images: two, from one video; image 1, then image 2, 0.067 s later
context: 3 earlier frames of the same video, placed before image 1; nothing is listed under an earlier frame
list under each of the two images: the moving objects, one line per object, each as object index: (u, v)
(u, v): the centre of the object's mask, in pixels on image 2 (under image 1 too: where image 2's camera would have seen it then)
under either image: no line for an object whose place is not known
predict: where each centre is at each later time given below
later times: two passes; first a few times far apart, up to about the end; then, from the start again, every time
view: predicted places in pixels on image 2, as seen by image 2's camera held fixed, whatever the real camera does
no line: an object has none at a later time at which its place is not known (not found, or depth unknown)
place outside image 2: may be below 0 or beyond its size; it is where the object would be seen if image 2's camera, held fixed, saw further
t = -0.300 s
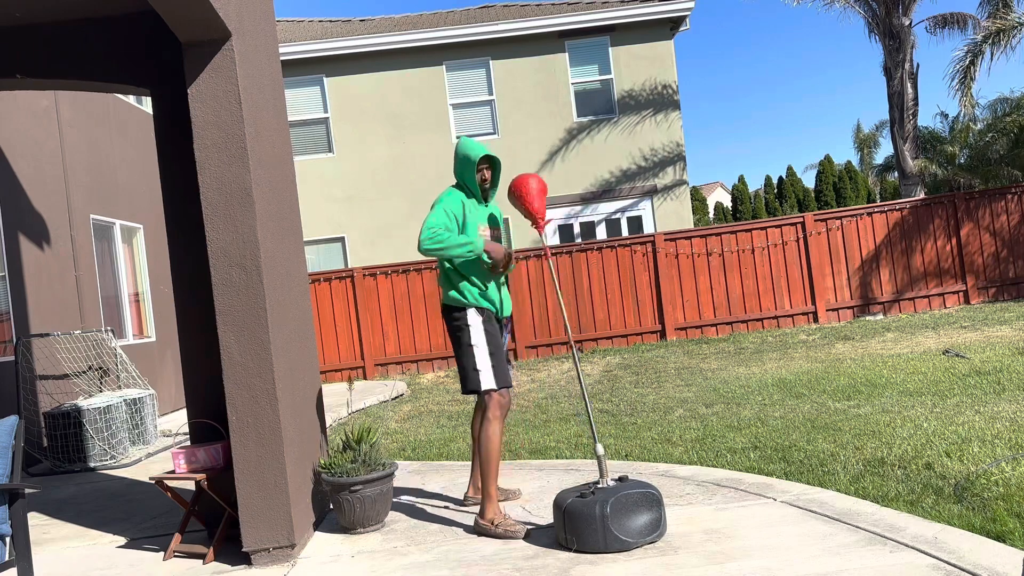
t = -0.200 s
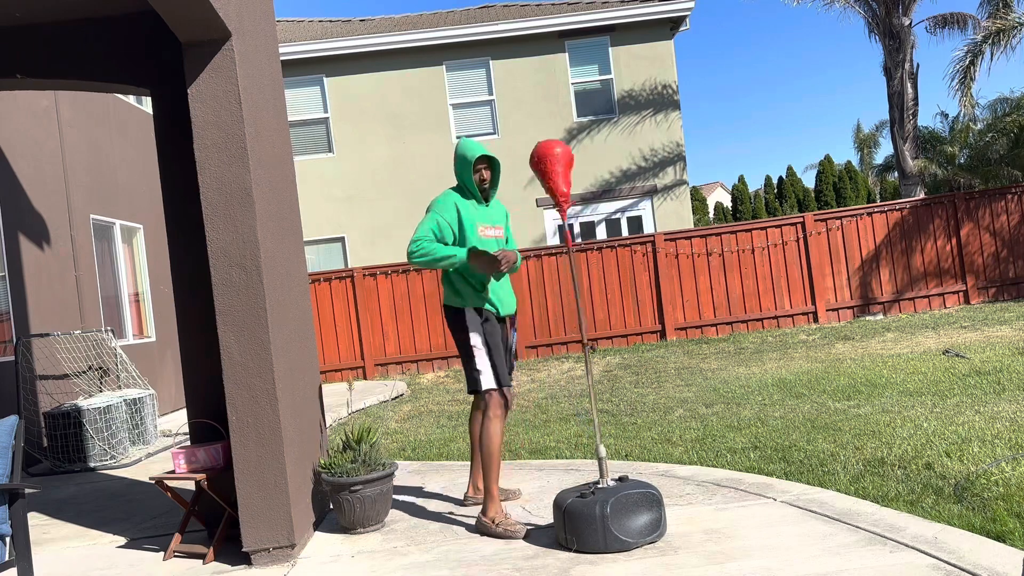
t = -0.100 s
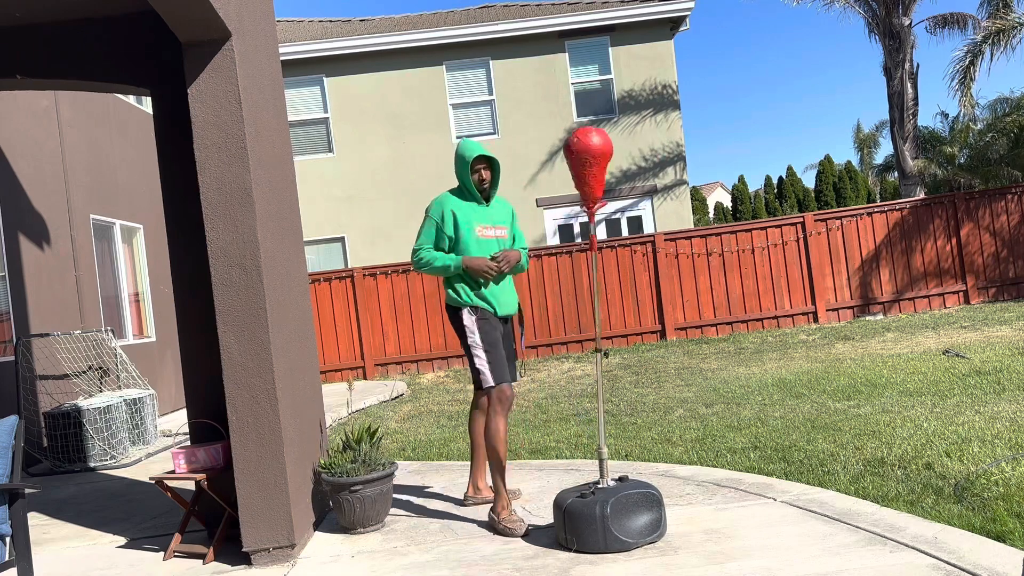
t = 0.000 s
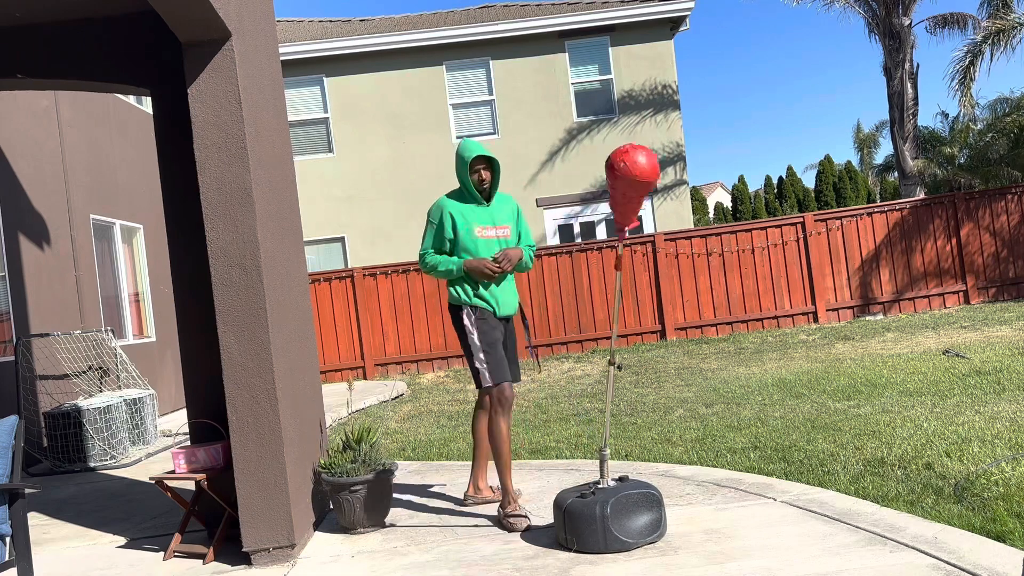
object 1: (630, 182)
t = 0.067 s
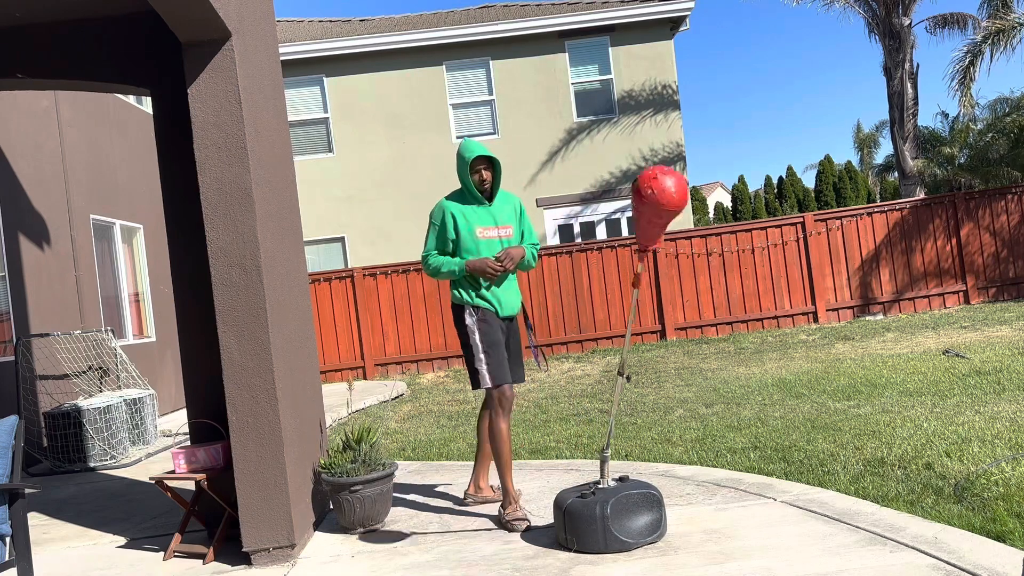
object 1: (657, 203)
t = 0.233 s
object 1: (706, 253)
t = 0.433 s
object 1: (712, 236)
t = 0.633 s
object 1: (660, 171)
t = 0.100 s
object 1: (669, 216)
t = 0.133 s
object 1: (679, 229)
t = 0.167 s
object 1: (689, 239)
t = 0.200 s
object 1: (699, 247)
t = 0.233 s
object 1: (706, 253)
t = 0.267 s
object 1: (710, 258)
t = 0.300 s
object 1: (714, 259)
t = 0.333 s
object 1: (716, 257)
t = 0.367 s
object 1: (717, 252)
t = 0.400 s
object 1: (715, 245)
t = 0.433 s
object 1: (712, 236)
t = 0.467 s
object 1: (706, 225)
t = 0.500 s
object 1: (699, 213)
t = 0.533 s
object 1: (692, 201)
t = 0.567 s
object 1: (682, 190)
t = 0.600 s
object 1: (672, 180)
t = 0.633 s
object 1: (660, 171)
